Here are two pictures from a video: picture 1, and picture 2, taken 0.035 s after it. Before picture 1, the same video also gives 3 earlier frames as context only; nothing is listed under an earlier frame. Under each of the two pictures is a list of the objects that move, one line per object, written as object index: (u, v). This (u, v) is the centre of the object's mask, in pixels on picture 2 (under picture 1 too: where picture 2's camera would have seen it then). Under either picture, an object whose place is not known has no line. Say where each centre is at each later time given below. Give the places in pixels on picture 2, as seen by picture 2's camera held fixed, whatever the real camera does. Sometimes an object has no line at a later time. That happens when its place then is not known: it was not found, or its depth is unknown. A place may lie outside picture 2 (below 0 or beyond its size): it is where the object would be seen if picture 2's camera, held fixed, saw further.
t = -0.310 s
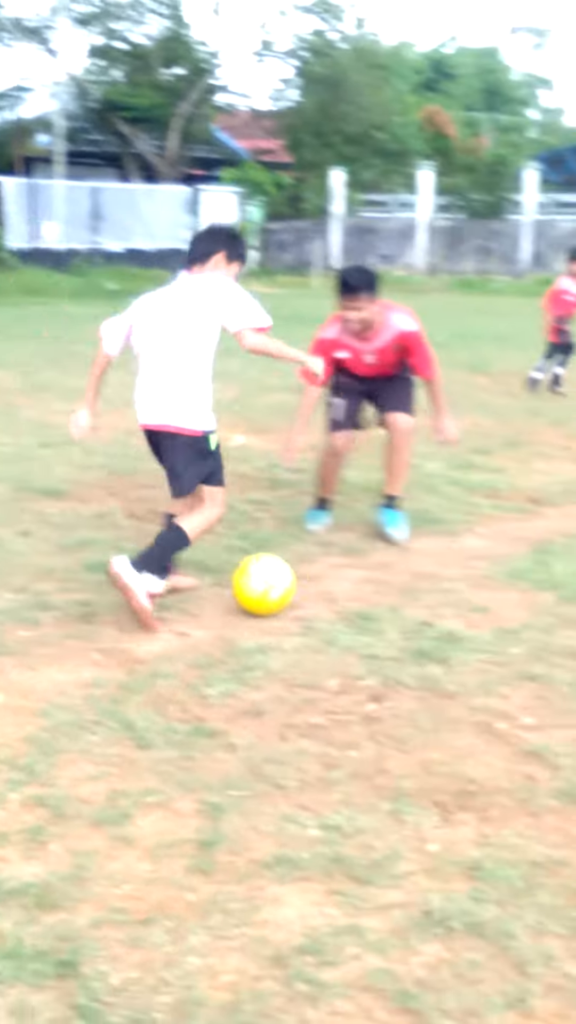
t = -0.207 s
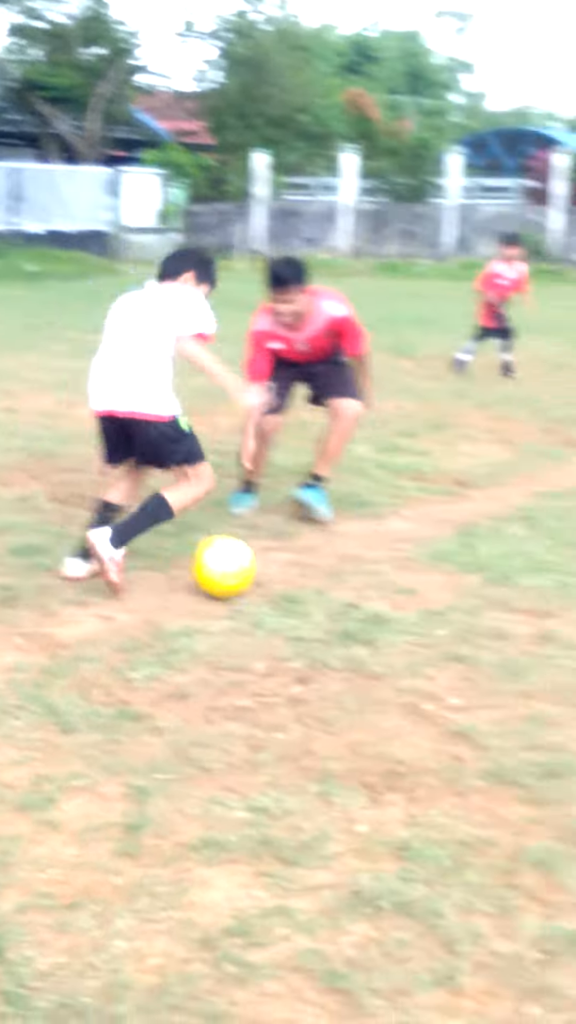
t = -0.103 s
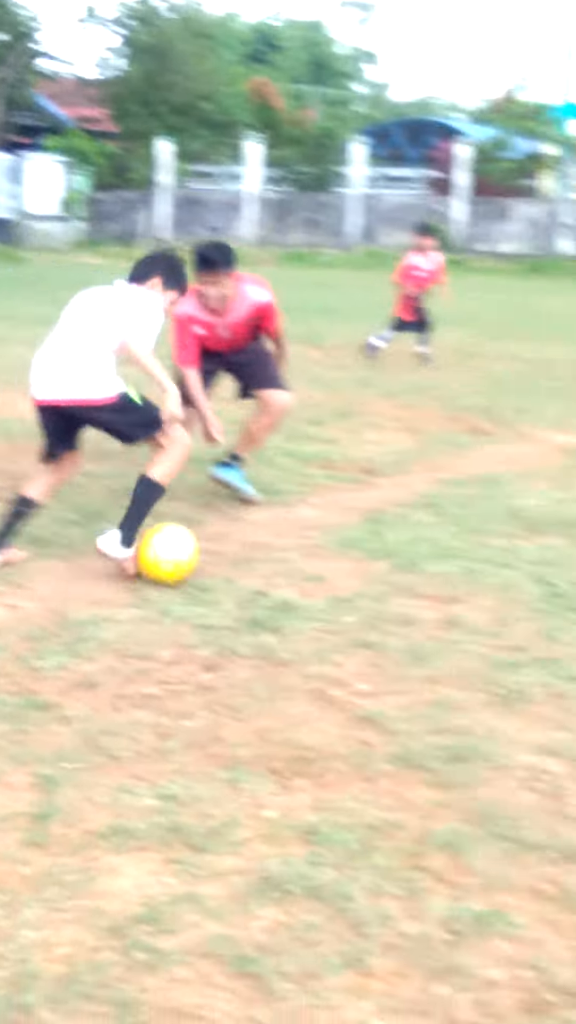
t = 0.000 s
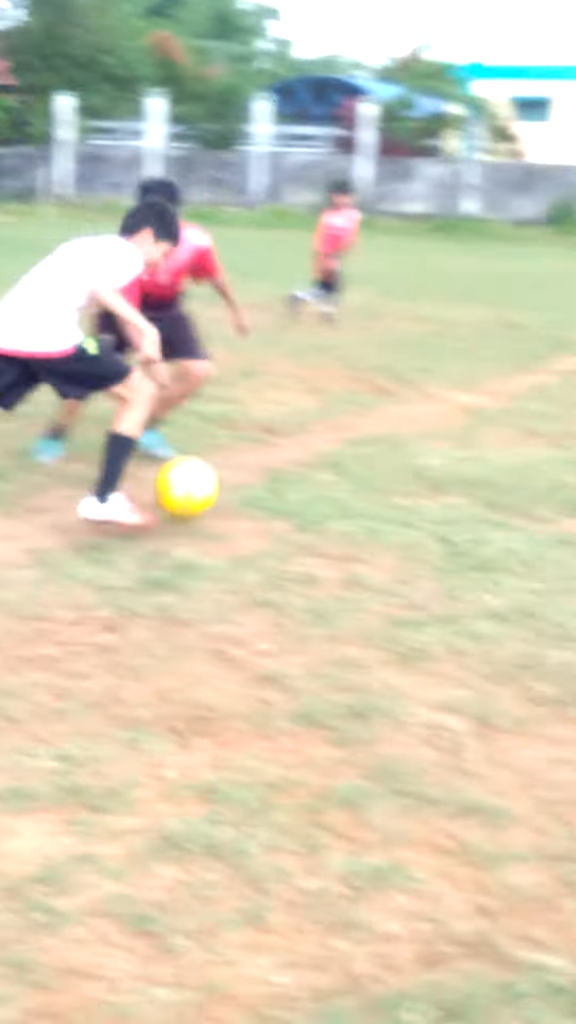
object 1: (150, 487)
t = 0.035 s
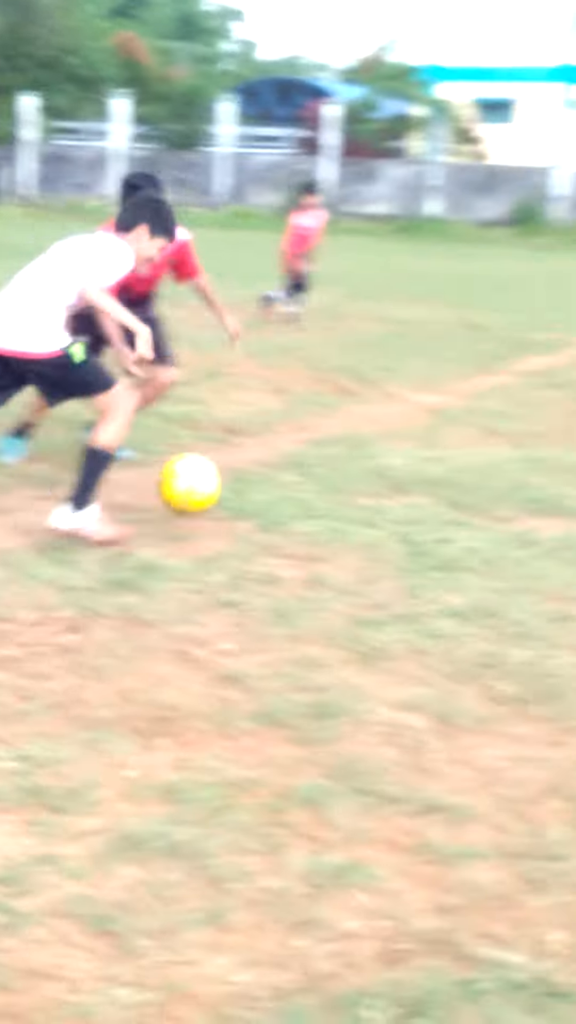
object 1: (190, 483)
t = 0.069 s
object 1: (230, 482)
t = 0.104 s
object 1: (268, 483)
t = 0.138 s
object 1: (307, 488)
